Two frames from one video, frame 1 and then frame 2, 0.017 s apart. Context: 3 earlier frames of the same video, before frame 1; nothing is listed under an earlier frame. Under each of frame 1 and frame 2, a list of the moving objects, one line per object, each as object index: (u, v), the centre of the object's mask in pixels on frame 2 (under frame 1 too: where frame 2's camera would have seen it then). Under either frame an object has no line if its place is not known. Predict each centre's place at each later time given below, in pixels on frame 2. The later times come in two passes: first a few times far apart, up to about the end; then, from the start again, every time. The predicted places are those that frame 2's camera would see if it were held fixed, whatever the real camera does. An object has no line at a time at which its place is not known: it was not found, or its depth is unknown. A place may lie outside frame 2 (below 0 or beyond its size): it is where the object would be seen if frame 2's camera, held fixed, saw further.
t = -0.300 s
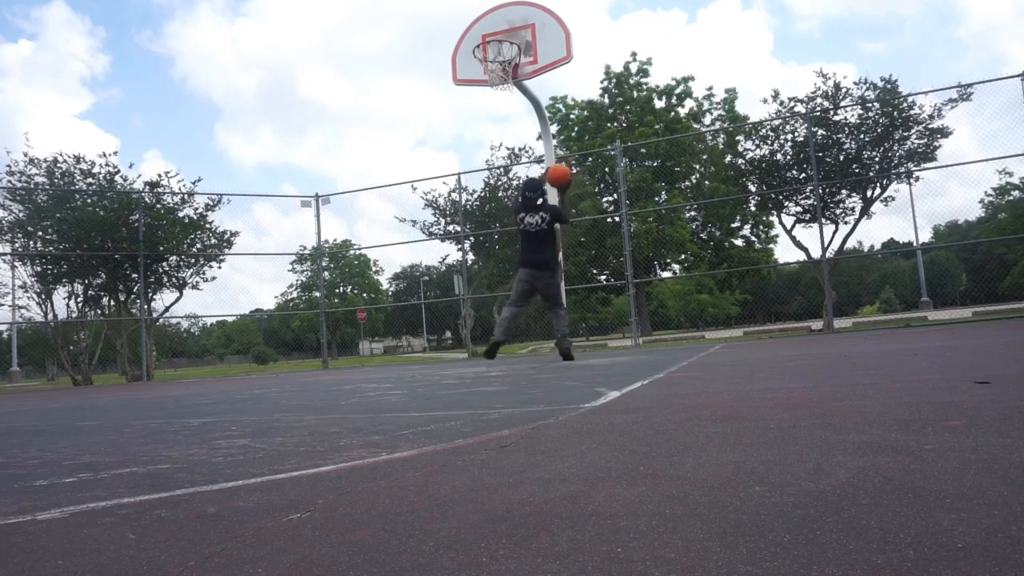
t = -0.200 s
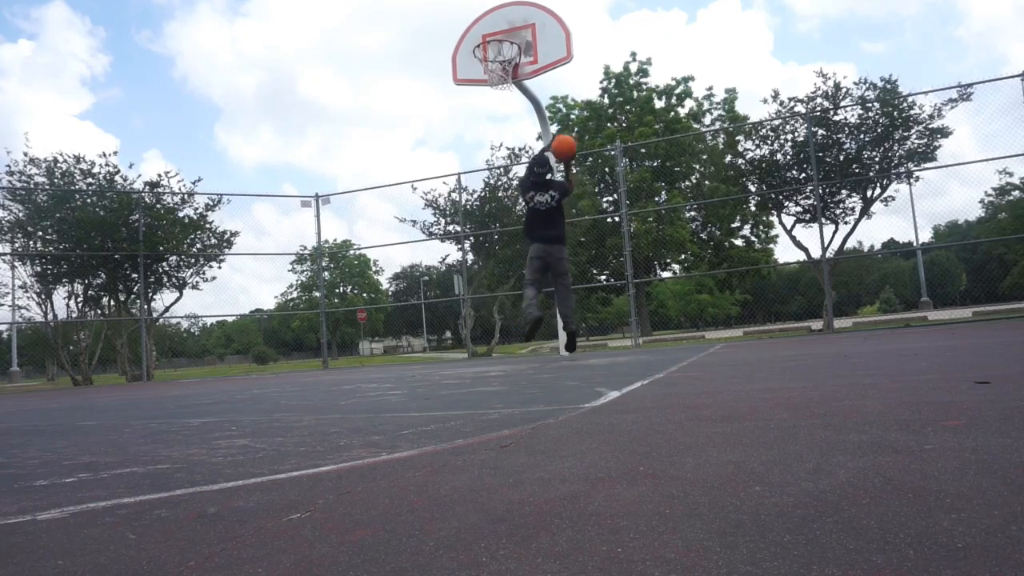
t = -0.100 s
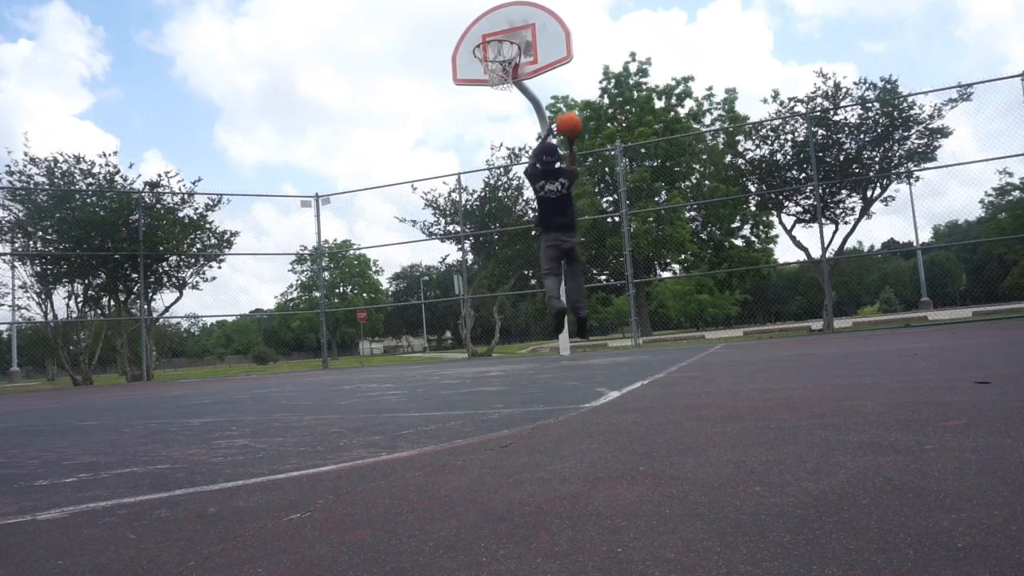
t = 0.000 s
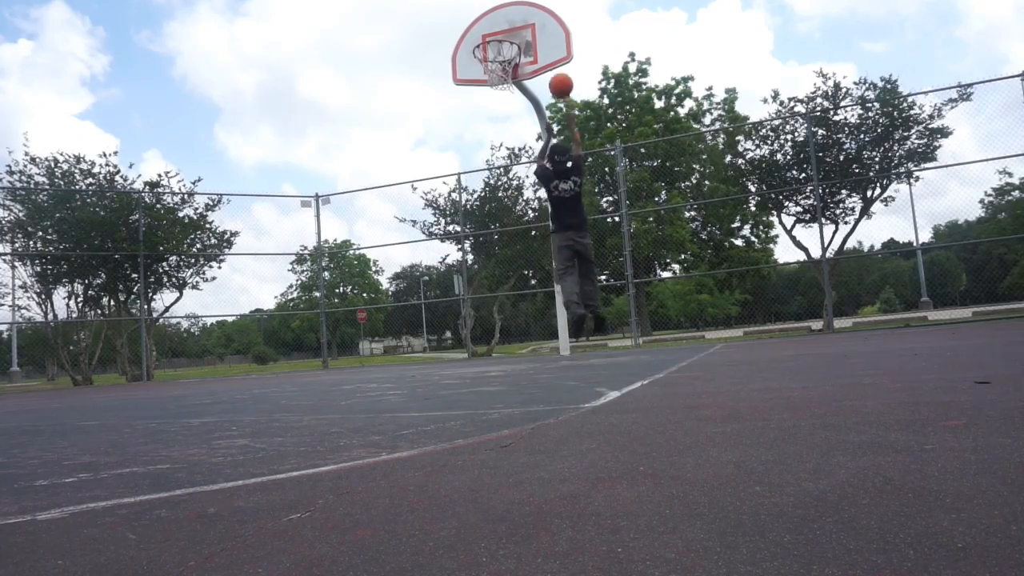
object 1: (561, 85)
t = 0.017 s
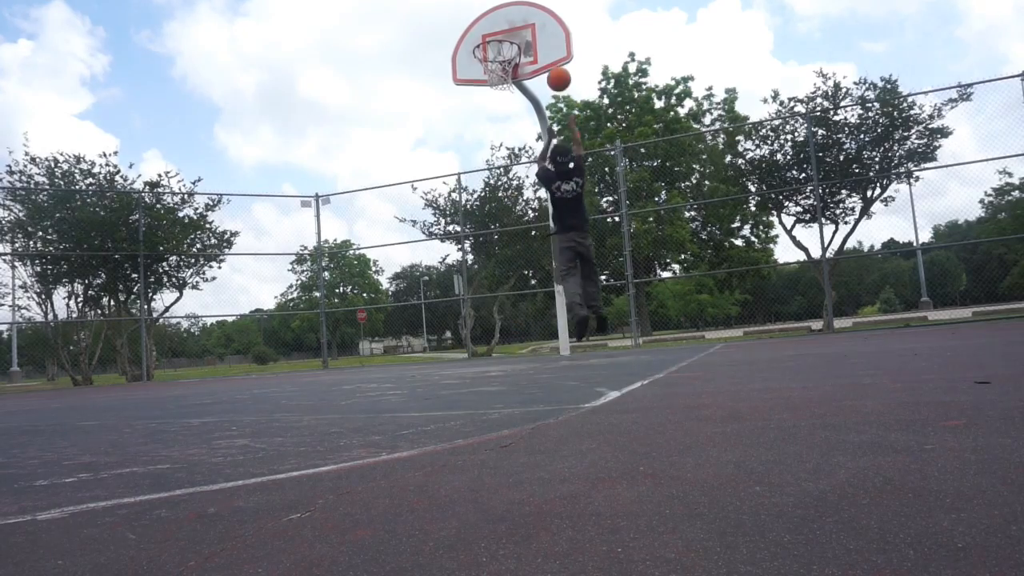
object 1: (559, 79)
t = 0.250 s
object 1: (534, 26)
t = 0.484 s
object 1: (509, 20)
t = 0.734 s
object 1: (494, 18)
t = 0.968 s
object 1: (489, 35)
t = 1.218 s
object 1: (503, 51)
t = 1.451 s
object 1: (494, 71)
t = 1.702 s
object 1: (505, 81)
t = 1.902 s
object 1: (508, 108)
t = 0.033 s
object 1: (556, 73)
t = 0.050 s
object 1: (554, 67)
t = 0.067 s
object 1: (552, 62)
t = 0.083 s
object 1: (551, 57)
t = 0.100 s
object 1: (549, 53)
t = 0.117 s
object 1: (547, 49)
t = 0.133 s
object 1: (546, 45)
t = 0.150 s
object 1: (543, 42)
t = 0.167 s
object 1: (542, 38)
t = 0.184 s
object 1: (540, 35)
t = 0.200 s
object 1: (538, 33)
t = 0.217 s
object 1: (537, 31)
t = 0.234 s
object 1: (536, 29)
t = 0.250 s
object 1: (534, 26)
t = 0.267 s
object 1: (532, 24)
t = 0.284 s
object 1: (530, 22)
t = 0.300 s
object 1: (528, 21)
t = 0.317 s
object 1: (526, 19)
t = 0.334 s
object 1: (525, 18)
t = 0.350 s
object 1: (523, 18)
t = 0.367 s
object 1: (521, 17)
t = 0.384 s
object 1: (519, 16)
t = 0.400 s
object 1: (518, 16)
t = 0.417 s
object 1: (516, 16)
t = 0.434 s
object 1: (514, 17)
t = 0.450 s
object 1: (512, 17)
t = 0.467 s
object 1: (511, 18)
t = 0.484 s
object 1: (509, 20)
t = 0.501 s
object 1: (507, 21)
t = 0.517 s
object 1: (506, 22)
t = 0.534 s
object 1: (504, 24)
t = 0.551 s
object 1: (502, 26)
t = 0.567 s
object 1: (501, 29)
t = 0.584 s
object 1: (500, 30)
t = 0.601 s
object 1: (499, 29)
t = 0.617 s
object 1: (498, 27)
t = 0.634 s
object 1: (498, 25)
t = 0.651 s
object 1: (497, 24)
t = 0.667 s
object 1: (496, 21)
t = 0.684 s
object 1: (496, 20)
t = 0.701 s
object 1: (495, 20)
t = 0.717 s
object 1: (495, 18)
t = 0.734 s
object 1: (494, 18)
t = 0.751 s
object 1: (493, 18)
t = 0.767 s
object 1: (493, 18)
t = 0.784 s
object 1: (493, 18)
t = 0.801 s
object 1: (492, 18)
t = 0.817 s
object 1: (492, 19)
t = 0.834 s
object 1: (491, 20)
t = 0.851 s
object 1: (491, 22)
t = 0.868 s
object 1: (491, 23)
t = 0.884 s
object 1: (490, 24)
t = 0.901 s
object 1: (490, 26)
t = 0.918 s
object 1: (490, 28)
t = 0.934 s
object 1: (489, 30)
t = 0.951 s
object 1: (489, 33)
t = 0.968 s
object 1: (489, 35)
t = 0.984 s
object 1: (488, 39)
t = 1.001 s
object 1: (488, 41)
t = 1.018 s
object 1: (488, 47)
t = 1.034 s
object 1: (489, 51)
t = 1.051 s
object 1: (490, 51)
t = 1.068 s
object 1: (491, 50)
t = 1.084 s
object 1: (494, 49)
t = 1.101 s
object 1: (495, 49)
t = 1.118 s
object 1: (496, 48)
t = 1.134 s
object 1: (500, 48)
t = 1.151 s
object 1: (501, 47)
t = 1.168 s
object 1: (502, 48)
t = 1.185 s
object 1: (504, 50)
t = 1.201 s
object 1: (504, 50)
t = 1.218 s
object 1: (503, 51)
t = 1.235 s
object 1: (502, 51)
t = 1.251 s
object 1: (501, 52)
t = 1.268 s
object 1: (500, 53)
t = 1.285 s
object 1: (497, 55)
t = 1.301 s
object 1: (495, 58)
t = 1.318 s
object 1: (494, 58)
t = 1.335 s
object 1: (490, 65)
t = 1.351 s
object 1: (492, 69)
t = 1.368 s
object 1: (490, 69)
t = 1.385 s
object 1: (490, 70)
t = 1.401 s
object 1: (490, 70)
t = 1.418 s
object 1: (493, 70)
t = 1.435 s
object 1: (493, 71)
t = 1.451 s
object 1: (494, 71)
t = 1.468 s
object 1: (494, 72)
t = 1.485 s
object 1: (495, 73)
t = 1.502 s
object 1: (495, 73)
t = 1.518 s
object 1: (496, 73)
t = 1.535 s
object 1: (497, 73)
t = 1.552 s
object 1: (499, 75)
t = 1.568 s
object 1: (500, 76)
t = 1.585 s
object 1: (501, 76)
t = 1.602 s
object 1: (503, 77)
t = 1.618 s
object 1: (503, 78)
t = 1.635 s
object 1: (504, 79)
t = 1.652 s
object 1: (505, 80)
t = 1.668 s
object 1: (505, 80)
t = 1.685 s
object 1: (505, 81)
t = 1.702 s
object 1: (505, 81)
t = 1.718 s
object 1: (505, 82)
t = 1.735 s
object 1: (504, 82)
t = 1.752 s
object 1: (504, 83)
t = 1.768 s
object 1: (505, 85)
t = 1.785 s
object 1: (505, 87)
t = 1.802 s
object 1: (506, 89)
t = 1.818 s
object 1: (506, 91)
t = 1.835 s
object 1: (506, 94)
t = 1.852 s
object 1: (507, 97)
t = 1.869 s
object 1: (507, 100)
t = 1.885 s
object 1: (508, 104)
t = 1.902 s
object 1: (508, 108)
